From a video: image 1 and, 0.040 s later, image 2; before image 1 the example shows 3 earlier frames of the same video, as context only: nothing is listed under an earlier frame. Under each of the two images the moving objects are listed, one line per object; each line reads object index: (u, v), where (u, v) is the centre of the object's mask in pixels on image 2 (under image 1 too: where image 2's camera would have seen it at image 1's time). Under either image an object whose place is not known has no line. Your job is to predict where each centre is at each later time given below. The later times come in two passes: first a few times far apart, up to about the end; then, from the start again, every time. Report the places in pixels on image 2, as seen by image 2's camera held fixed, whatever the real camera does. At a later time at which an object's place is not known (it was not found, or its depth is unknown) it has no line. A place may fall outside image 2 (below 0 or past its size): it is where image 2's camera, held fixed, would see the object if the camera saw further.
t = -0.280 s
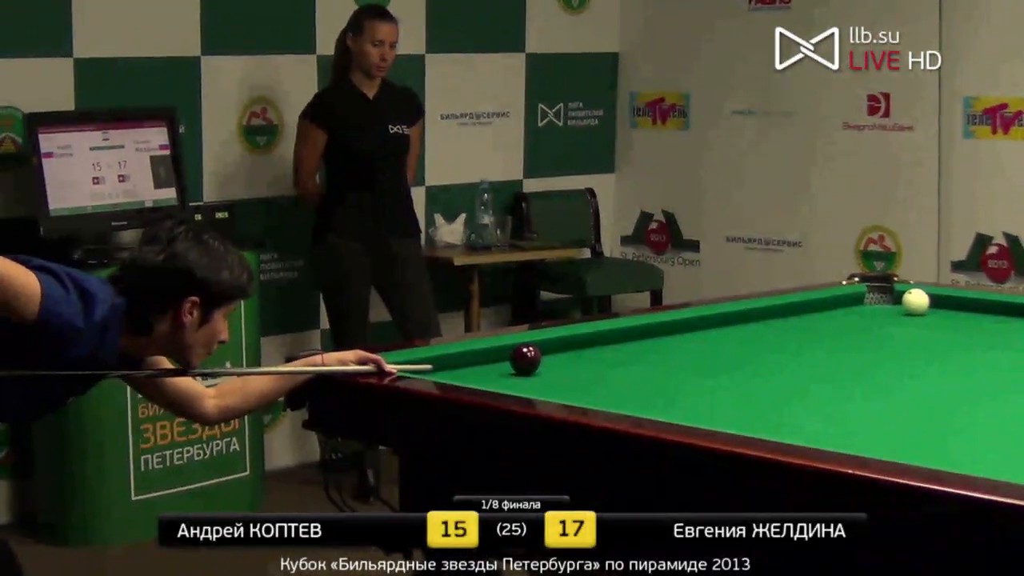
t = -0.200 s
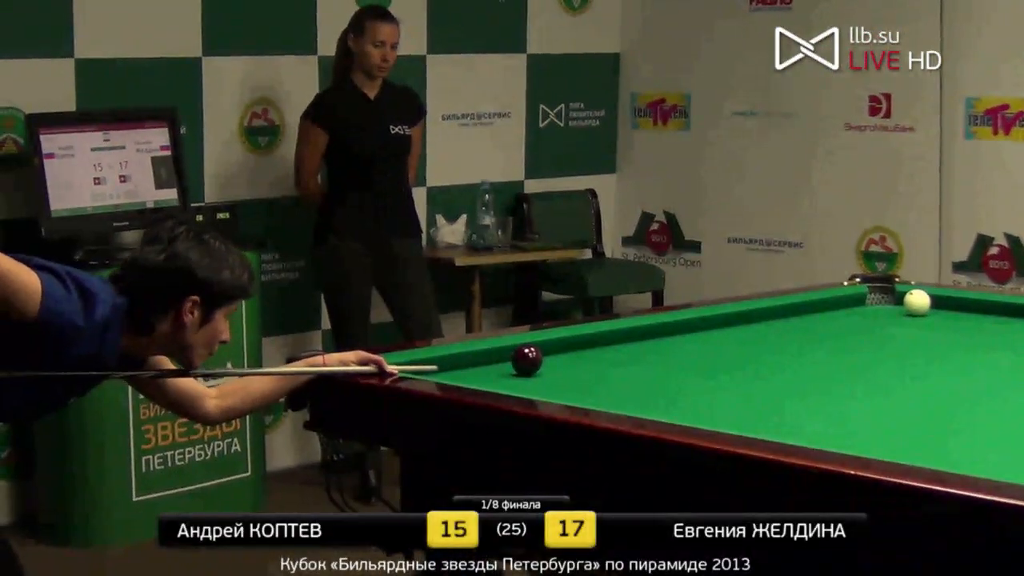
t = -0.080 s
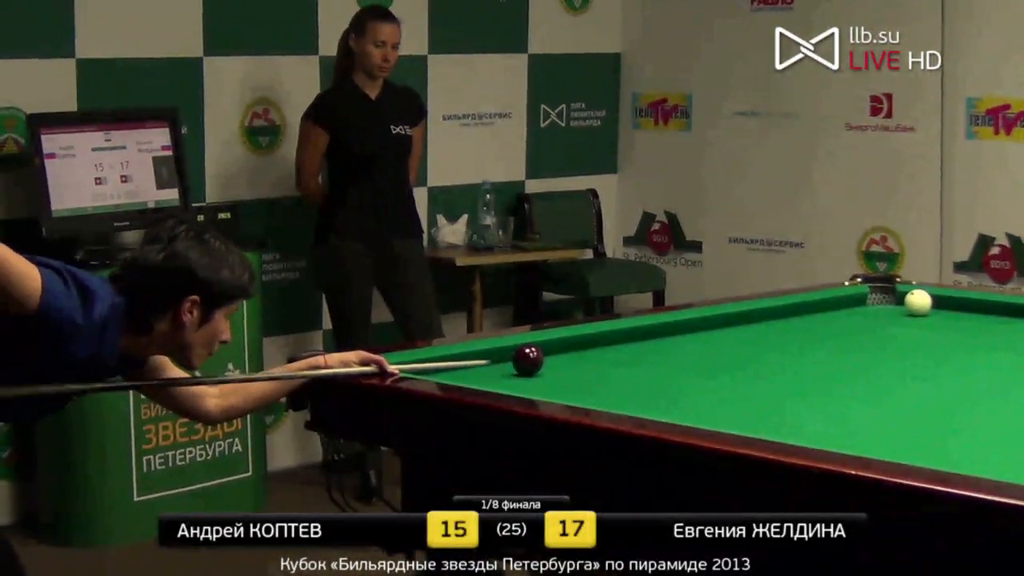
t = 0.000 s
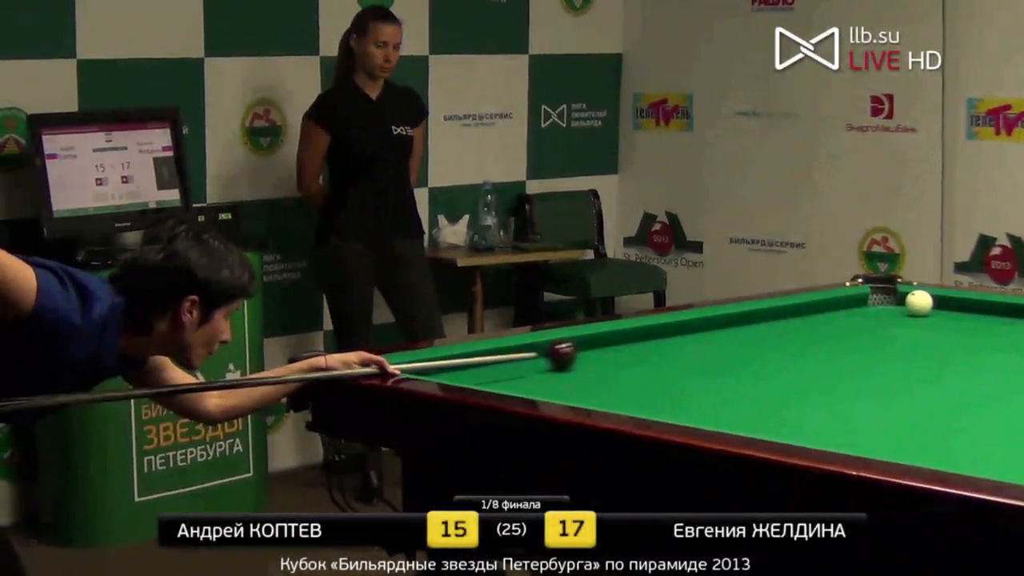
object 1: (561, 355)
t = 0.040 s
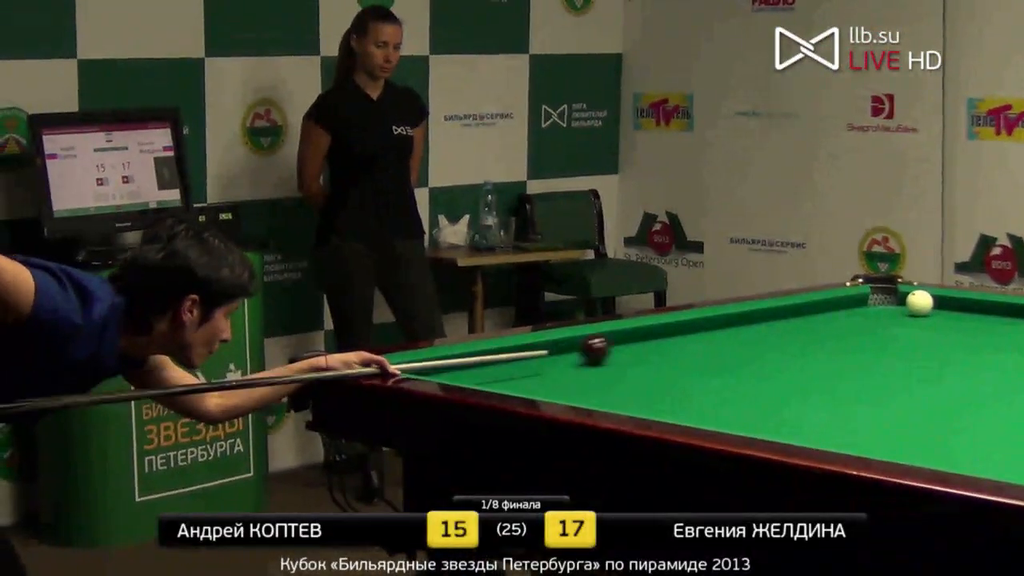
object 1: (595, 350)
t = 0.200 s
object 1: (706, 334)
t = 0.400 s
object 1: (823, 316)
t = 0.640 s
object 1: (885, 299)
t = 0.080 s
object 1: (625, 346)
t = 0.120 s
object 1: (654, 341)
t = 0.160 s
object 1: (681, 337)
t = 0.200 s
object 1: (706, 334)
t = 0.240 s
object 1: (731, 330)
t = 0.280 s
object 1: (754, 326)
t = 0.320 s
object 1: (778, 322)
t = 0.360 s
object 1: (801, 319)
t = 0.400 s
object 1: (823, 316)
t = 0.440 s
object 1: (844, 312)
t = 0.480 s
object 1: (865, 309)
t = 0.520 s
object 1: (886, 306)
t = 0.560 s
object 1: (891, 303)
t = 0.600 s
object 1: (887, 301)
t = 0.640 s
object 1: (885, 299)
